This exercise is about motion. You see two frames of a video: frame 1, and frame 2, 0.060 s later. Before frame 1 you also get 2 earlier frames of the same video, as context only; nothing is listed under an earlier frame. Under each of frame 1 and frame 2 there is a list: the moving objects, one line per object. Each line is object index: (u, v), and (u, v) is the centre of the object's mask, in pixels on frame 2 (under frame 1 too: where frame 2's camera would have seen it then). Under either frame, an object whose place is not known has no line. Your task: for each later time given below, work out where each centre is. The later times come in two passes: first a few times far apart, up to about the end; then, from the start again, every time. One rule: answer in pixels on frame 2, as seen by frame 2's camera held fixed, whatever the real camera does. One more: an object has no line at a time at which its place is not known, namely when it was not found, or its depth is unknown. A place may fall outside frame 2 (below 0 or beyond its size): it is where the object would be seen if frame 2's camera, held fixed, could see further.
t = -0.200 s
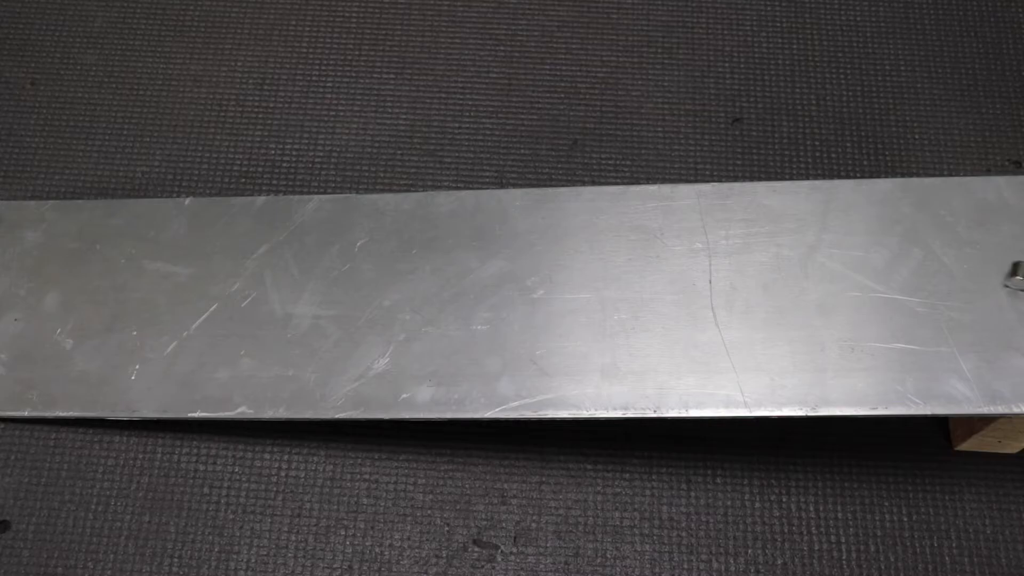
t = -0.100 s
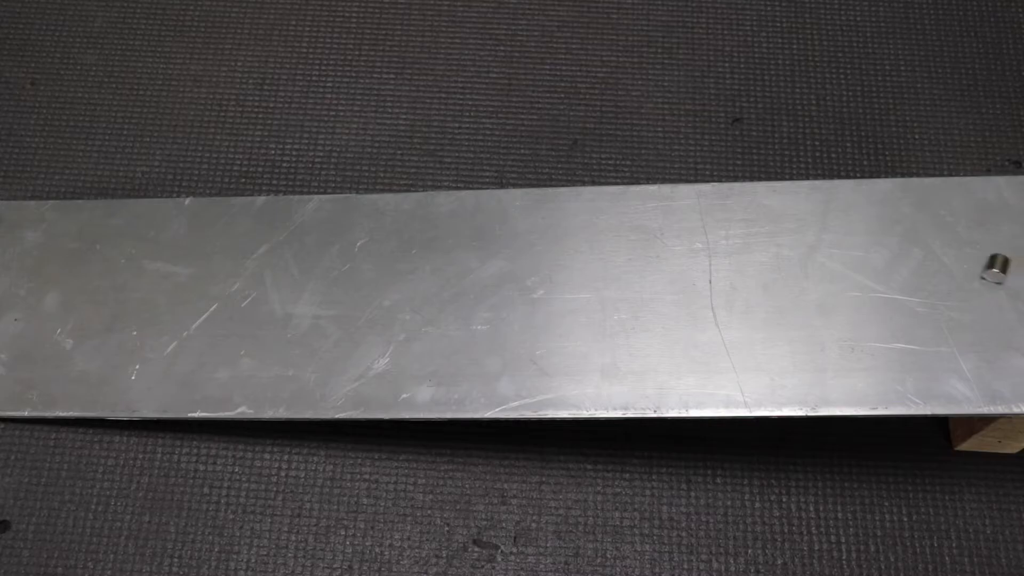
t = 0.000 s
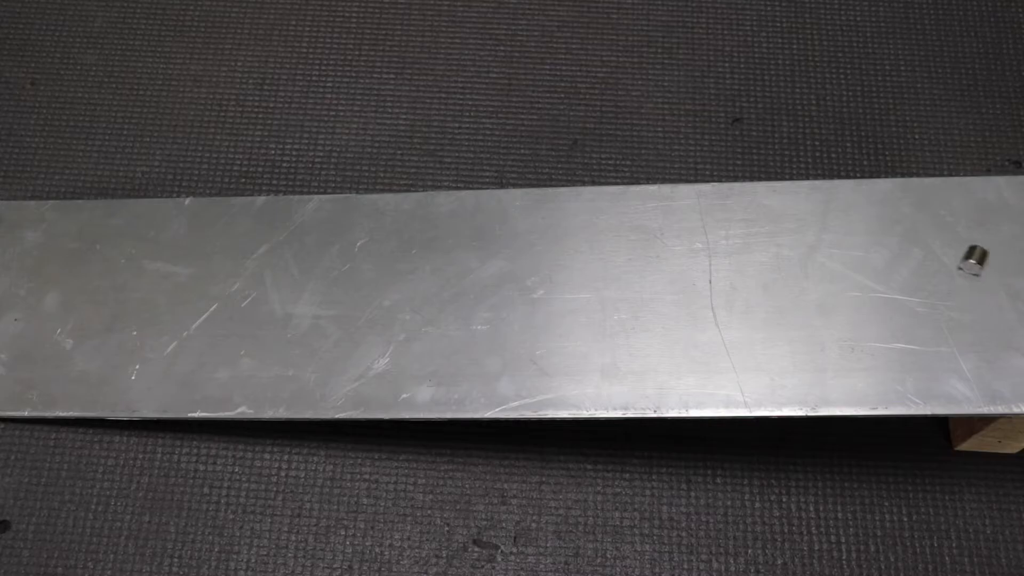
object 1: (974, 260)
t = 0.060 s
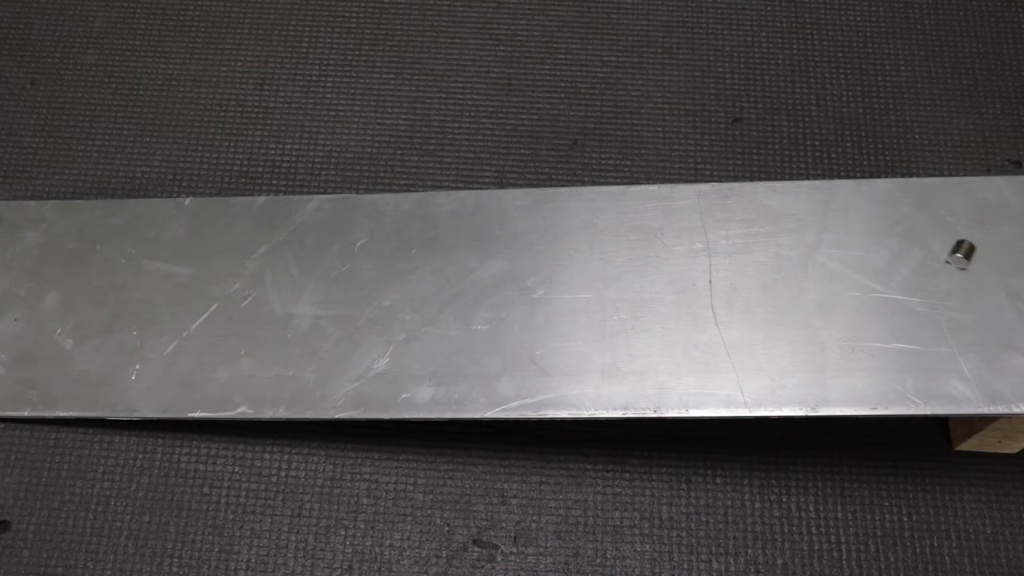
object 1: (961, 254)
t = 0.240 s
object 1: (927, 234)
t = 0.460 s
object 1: (899, 205)
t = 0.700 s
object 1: (892, 186)
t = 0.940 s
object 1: (891, 185)
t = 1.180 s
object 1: (875, 196)
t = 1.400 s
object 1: (852, 210)
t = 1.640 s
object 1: (825, 227)
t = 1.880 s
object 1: (796, 243)
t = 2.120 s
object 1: (766, 259)
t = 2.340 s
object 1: (736, 274)
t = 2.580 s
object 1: (702, 291)
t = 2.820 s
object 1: (666, 307)
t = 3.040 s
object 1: (632, 322)
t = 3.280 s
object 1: (593, 339)
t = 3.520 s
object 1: (552, 355)
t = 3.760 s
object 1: (510, 372)
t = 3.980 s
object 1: (469, 387)
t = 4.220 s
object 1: (417, 403)
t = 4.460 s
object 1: (352, 393)
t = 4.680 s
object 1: (298, 376)
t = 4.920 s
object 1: (248, 366)
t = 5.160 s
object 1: (202, 360)
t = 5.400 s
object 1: (159, 357)
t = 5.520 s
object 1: (138, 357)
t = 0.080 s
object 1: (957, 252)
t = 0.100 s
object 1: (953, 250)
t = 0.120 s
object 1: (949, 248)
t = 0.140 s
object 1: (945, 246)
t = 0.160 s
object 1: (941, 243)
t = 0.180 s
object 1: (938, 241)
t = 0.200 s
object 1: (934, 238)
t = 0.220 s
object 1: (931, 236)
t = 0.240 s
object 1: (927, 234)
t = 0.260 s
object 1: (924, 231)
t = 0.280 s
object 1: (921, 229)
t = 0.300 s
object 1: (918, 226)
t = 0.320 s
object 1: (915, 224)
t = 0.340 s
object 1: (912, 221)
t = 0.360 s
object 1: (910, 219)
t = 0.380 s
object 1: (907, 216)
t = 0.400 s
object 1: (905, 213)
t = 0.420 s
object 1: (903, 211)
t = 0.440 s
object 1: (901, 208)
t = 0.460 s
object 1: (899, 205)
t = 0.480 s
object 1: (898, 203)
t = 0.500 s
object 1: (896, 201)
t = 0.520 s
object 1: (895, 198)
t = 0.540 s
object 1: (894, 196)
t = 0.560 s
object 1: (893, 195)
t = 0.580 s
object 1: (893, 193)
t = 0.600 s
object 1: (892, 191)
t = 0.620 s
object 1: (892, 190)
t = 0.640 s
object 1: (892, 189)
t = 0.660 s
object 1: (892, 188)
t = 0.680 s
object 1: (892, 187)
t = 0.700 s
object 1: (892, 186)
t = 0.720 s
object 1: (892, 186)
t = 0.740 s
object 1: (892, 185)
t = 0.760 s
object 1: (892, 185)
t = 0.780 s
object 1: (892, 186)
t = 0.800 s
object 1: (891, 186)
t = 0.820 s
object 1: (891, 185)
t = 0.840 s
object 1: (891, 185)
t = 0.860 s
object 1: (891, 185)
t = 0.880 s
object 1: (891, 185)
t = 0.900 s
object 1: (892, 185)
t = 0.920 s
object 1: (891, 185)
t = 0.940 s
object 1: (891, 185)
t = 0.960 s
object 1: (889, 186)
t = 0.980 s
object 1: (889, 186)
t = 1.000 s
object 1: (888, 187)
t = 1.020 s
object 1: (887, 188)
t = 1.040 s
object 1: (885, 189)
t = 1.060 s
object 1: (884, 190)
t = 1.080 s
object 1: (882, 191)
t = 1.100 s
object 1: (881, 192)
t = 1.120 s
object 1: (880, 193)
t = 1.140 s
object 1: (878, 194)
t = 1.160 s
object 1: (876, 195)
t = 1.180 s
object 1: (875, 196)
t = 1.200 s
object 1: (873, 198)
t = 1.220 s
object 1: (871, 199)
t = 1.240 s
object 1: (868, 200)
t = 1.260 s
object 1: (867, 201)
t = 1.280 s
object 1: (865, 203)
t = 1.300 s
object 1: (863, 204)
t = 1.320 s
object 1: (860, 205)
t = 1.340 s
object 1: (858, 207)
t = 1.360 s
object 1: (856, 208)
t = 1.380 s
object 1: (854, 209)
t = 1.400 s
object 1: (852, 210)
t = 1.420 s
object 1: (850, 212)
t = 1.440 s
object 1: (848, 213)
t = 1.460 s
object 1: (846, 215)
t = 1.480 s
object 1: (843, 216)
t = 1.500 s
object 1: (841, 217)
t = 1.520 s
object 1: (839, 219)
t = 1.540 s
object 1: (836, 220)
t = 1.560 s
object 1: (834, 221)
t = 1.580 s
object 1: (832, 222)
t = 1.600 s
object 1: (830, 224)
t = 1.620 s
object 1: (827, 225)
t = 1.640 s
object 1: (825, 227)
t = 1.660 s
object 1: (823, 228)
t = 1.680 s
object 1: (820, 230)
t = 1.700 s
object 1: (818, 231)
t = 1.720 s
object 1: (816, 232)
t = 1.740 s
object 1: (813, 234)
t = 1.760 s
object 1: (811, 235)
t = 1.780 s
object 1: (809, 236)
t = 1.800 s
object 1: (806, 238)
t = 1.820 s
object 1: (804, 239)
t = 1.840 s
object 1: (801, 241)
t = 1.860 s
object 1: (799, 242)
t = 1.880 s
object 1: (796, 243)
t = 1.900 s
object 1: (794, 244)
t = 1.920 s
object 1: (791, 246)
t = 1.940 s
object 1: (789, 247)
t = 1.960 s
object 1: (786, 248)
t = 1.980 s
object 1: (784, 250)
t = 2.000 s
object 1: (781, 251)
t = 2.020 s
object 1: (779, 252)
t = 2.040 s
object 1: (776, 254)
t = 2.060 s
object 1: (774, 255)
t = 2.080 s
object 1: (771, 256)
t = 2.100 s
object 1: (769, 258)
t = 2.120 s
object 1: (766, 259)
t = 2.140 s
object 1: (763, 261)
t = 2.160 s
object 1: (761, 262)
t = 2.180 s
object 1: (758, 263)
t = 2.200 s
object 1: (755, 265)
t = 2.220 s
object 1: (753, 266)
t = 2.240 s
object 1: (750, 268)
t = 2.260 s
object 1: (747, 269)
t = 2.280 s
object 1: (744, 270)
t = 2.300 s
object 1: (741, 272)
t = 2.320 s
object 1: (739, 273)
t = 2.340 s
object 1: (736, 274)
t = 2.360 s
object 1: (733, 276)
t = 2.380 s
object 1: (730, 277)
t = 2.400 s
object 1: (727, 279)
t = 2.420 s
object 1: (725, 280)
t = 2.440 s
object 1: (722, 281)
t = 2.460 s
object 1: (719, 283)
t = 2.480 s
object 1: (717, 284)
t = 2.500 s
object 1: (714, 285)
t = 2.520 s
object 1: (711, 286)
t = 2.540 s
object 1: (708, 288)
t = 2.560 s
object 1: (705, 289)
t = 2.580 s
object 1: (702, 291)
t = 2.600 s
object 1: (699, 292)
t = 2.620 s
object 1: (696, 293)
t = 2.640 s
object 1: (693, 295)
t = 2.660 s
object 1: (690, 296)
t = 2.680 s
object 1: (687, 298)
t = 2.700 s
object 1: (684, 299)
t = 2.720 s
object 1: (681, 300)
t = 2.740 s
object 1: (678, 301)
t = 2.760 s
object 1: (675, 303)
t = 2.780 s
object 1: (672, 304)
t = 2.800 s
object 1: (669, 306)
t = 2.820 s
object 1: (666, 307)
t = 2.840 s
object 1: (663, 308)
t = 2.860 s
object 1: (660, 310)
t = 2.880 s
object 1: (657, 311)
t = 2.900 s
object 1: (654, 312)
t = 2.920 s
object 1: (651, 314)
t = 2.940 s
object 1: (648, 315)
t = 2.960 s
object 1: (645, 316)
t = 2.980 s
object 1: (642, 318)
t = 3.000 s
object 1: (638, 319)
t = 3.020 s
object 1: (635, 321)
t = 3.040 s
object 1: (632, 322)
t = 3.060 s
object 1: (629, 323)
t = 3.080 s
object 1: (625, 325)
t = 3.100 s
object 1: (622, 326)
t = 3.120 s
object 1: (619, 327)
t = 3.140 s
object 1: (616, 329)
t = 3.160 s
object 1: (612, 330)
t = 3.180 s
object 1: (609, 332)
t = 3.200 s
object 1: (606, 333)
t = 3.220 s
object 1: (602, 335)
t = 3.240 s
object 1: (599, 336)
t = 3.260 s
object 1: (596, 337)
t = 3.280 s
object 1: (593, 339)
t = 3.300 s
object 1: (590, 340)
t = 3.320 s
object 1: (586, 342)
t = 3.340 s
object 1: (583, 343)
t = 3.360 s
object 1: (580, 344)
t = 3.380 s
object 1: (576, 346)
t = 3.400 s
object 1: (573, 347)
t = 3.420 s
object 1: (569, 348)
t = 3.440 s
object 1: (566, 350)
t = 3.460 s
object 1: (563, 351)
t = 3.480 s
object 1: (559, 353)
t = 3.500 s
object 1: (555, 354)
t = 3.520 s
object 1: (552, 355)
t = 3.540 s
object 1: (549, 357)
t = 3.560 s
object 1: (545, 358)
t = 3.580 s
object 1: (541, 360)
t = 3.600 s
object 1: (538, 361)
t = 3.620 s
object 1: (535, 362)
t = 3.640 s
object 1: (531, 364)
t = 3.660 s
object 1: (528, 365)
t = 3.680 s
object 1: (524, 366)
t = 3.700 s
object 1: (520, 368)
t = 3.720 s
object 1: (517, 369)
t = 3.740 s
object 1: (513, 371)
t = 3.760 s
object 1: (510, 372)
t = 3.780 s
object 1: (506, 373)
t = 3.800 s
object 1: (502, 375)
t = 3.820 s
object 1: (498, 376)
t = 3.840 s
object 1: (495, 378)
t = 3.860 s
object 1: (491, 379)
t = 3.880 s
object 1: (487, 380)
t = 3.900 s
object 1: (484, 382)
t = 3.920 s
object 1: (480, 383)
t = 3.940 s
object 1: (476, 384)
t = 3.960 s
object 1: (473, 386)
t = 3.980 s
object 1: (469, 387)
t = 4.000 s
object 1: (465, 389)
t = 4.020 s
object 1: (461, 390)
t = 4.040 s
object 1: (457, 391)
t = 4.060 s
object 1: (453, 393)
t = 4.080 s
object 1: (449, 394)
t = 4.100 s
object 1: (445, 395)
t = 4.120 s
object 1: (440, 396)
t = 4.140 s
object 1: (436, 398)
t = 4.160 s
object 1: (431, 399)
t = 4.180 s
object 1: (427, 400)
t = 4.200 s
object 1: (422, 401)
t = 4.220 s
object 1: (417, 403)
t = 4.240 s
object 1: (412, 404)
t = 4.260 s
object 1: (408, 405)
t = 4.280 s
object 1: (402, 405)
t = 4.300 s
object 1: (396, 405)
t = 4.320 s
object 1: (390, 404)
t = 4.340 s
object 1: (384, 403)
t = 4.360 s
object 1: (379, 401)
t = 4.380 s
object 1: (374, 400)
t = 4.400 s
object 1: (370, 399)
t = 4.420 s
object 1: (365, 396)
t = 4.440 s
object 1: (358, 395)
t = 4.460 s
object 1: (352, 393)
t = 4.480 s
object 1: (347, 391)
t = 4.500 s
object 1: (342, 389)
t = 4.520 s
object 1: (336, 386)
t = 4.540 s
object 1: (331, 385)
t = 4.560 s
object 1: (325, 384)
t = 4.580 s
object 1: (321, 382)
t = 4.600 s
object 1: (317, 381)
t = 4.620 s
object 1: (312, 380)
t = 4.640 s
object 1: (308, 378)
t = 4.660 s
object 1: (303, 377)
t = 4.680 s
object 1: (298, 376)
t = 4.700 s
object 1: (294, 374)
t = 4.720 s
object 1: (290, 374)
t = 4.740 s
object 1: (285, 373)
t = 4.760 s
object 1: (281, 372)
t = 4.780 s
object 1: (277, 371)
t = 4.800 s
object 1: (273, 370)
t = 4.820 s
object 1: (269, 369)
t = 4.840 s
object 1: (265, 368)
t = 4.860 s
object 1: (260, 368)
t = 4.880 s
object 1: (256, 367)
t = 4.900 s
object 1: (252, 366)
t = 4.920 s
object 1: (248, 366)
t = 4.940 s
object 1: (244, 365)
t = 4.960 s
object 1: (240, 364)
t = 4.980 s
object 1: (236, 363)
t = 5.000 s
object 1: (232, 363)
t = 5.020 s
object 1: (228, 362)
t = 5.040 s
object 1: (224, 362)
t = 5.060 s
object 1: (221, 361)
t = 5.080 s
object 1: (217, 361)
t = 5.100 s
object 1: (213, 360)
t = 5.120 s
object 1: (210, 360)
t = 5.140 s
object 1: (206, 360)
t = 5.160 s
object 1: (202, 360)
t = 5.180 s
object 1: (198, 359)
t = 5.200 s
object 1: (195, 359)
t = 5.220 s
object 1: (191, 359)
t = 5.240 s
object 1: (187, 358)
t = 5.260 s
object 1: (184, 358)
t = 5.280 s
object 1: (180, 358)
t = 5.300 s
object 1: (177, 358)
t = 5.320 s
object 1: (173, 357)
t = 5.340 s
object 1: (169, 357)
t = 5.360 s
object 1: (166, 357)
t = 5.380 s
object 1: (162, 357)
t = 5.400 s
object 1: (159, 357)
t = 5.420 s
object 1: (155, 357)
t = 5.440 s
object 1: (151, 357)
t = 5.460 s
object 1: (148, 357)
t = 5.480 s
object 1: (145, 357)
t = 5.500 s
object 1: (141, 357)
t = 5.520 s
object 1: (138, 357)
